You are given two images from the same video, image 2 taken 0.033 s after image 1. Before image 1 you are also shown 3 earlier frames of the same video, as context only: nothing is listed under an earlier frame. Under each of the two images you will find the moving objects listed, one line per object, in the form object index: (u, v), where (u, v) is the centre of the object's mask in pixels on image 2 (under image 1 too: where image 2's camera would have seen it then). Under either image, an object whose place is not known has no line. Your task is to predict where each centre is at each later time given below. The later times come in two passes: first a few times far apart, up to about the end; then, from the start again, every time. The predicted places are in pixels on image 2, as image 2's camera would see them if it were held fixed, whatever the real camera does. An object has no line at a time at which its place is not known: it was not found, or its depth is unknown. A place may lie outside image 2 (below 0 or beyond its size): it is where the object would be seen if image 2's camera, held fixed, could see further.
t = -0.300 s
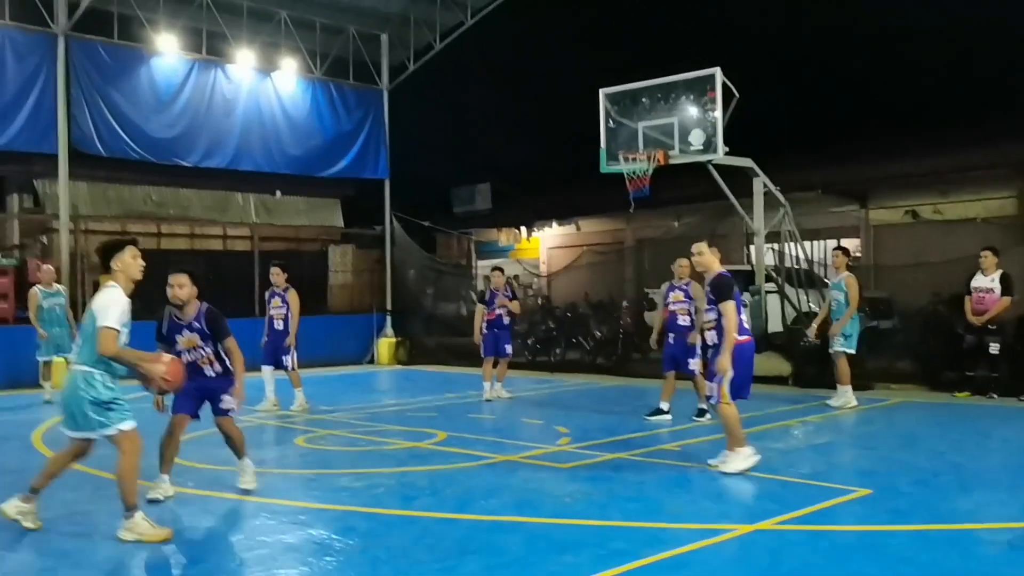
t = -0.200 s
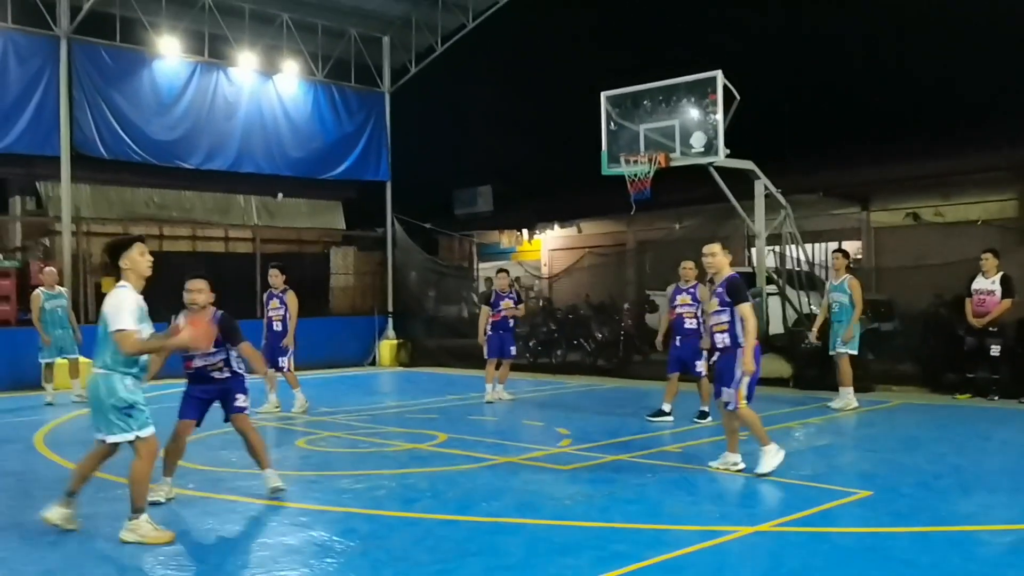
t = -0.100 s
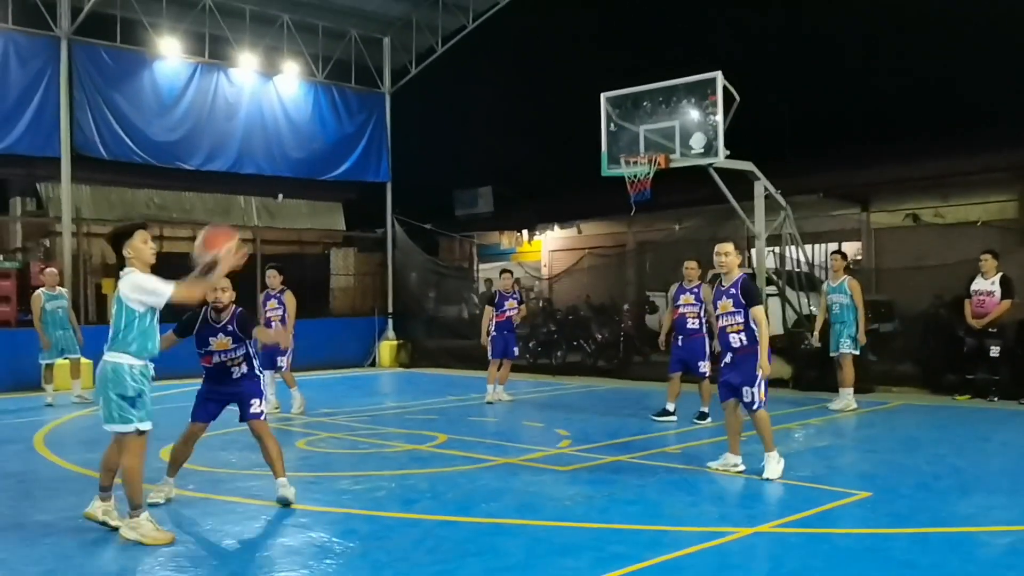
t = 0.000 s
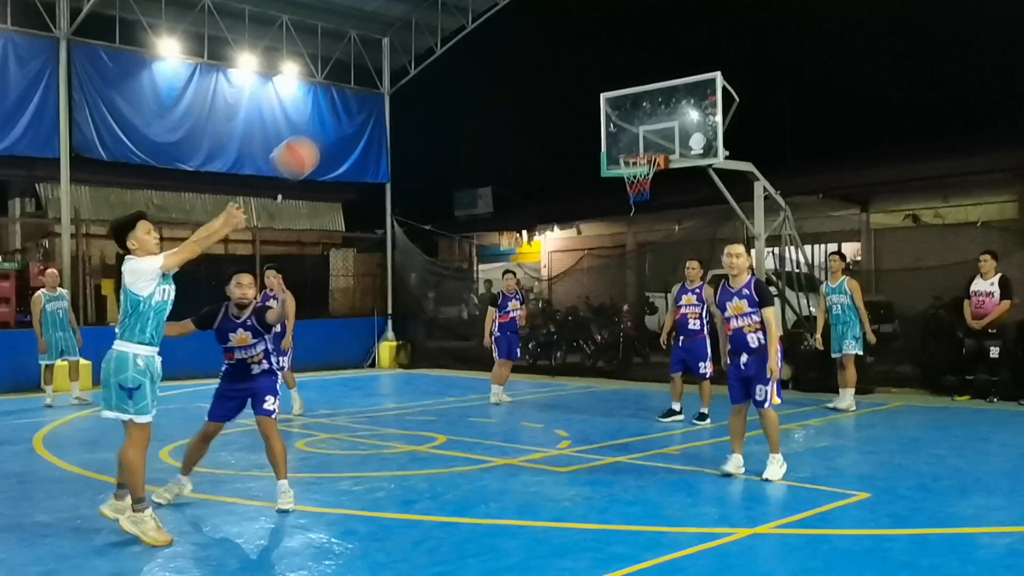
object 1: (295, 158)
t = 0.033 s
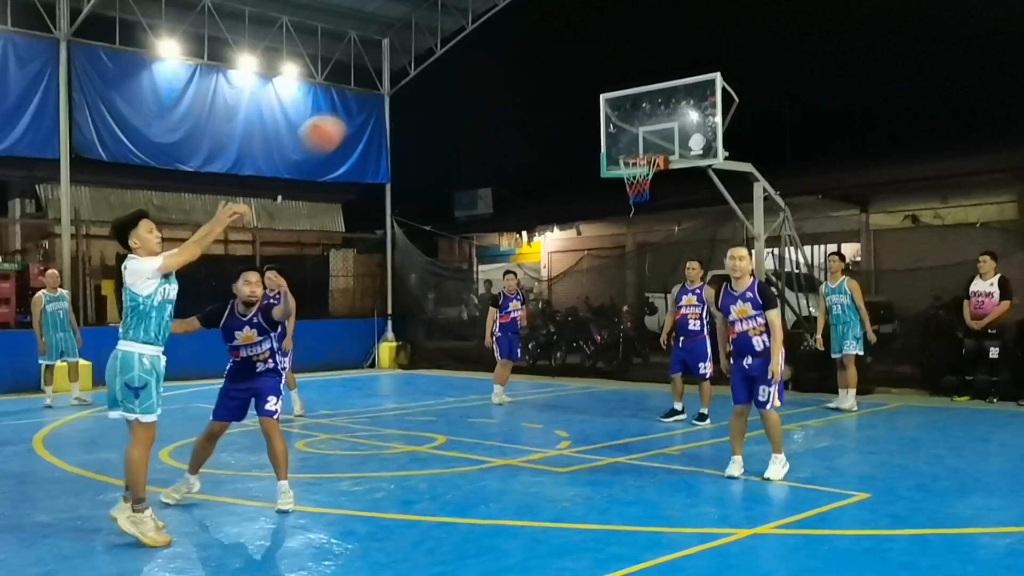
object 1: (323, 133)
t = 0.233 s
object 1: (456, 33)
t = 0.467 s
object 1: (576, 7)
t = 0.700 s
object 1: (668, 36)
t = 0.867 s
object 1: (723, 88)
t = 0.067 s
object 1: (348, 110)
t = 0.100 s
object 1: (371, 90)
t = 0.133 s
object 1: (393, 73)
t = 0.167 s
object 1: (416, 57)
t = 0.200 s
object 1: (436, 44)
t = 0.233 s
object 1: (456, 33)
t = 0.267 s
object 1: (476, 24)
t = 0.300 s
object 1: (494, 17)
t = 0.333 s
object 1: (512, 12)
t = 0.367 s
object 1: (529, 10)
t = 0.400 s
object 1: (545, 8)
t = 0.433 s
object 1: (561, 7)
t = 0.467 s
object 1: (576, 7)
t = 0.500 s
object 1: (591, 8)
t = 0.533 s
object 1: (604, 9)
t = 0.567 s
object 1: (618, 11)
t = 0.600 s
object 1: (631, 16)
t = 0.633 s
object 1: (644, 22)
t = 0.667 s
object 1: (656, 29)
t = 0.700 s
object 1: (668, 36)
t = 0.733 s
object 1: (680, 45)
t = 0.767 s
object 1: (690, 54)
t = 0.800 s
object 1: (701, 64)
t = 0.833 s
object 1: (712, 75)
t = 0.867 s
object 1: (723, 88)
